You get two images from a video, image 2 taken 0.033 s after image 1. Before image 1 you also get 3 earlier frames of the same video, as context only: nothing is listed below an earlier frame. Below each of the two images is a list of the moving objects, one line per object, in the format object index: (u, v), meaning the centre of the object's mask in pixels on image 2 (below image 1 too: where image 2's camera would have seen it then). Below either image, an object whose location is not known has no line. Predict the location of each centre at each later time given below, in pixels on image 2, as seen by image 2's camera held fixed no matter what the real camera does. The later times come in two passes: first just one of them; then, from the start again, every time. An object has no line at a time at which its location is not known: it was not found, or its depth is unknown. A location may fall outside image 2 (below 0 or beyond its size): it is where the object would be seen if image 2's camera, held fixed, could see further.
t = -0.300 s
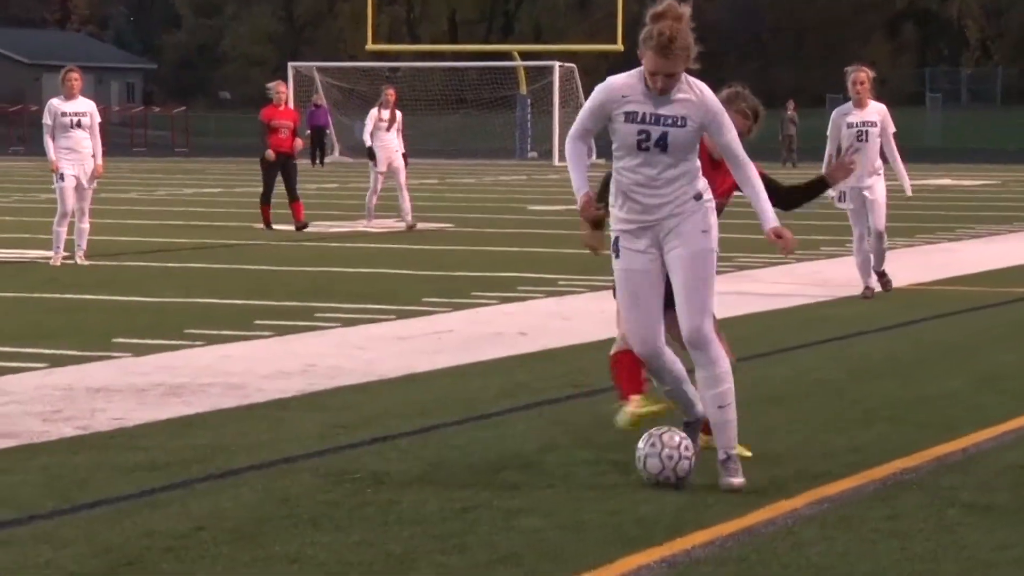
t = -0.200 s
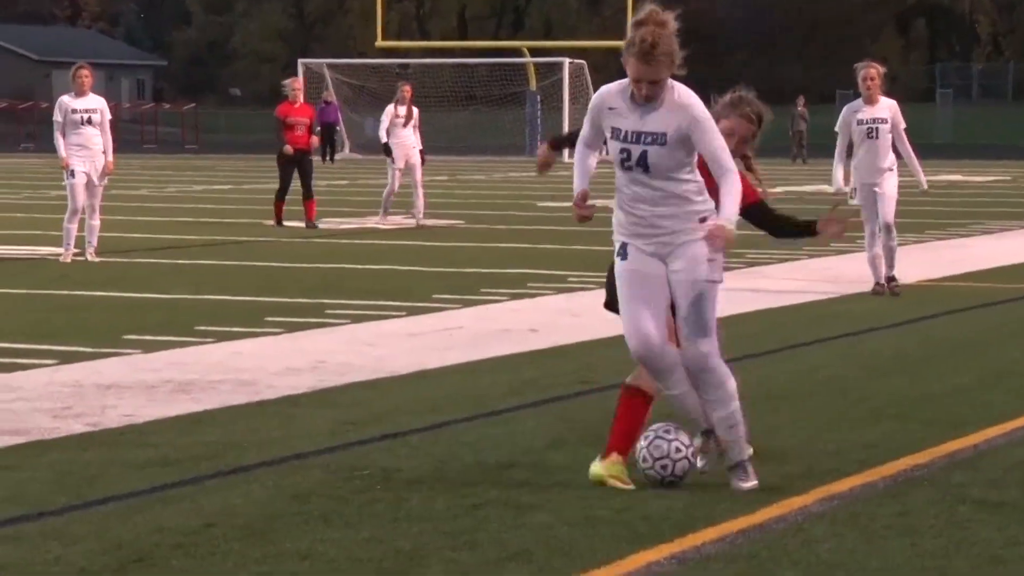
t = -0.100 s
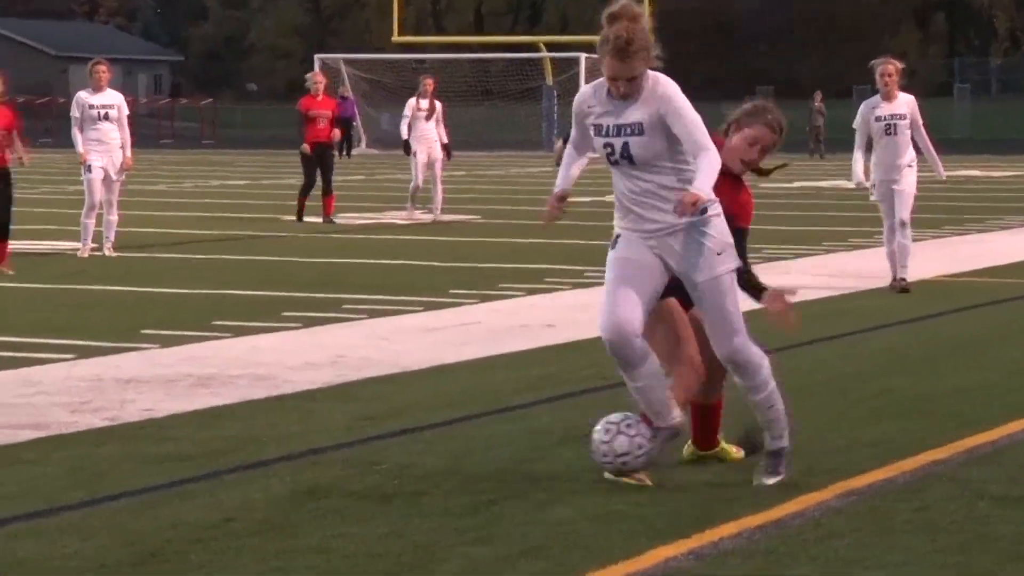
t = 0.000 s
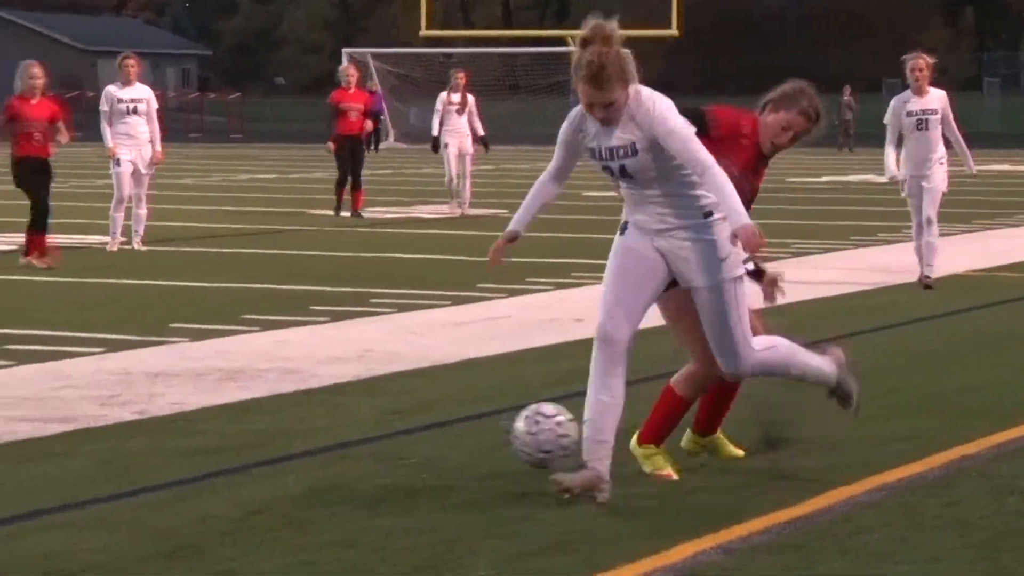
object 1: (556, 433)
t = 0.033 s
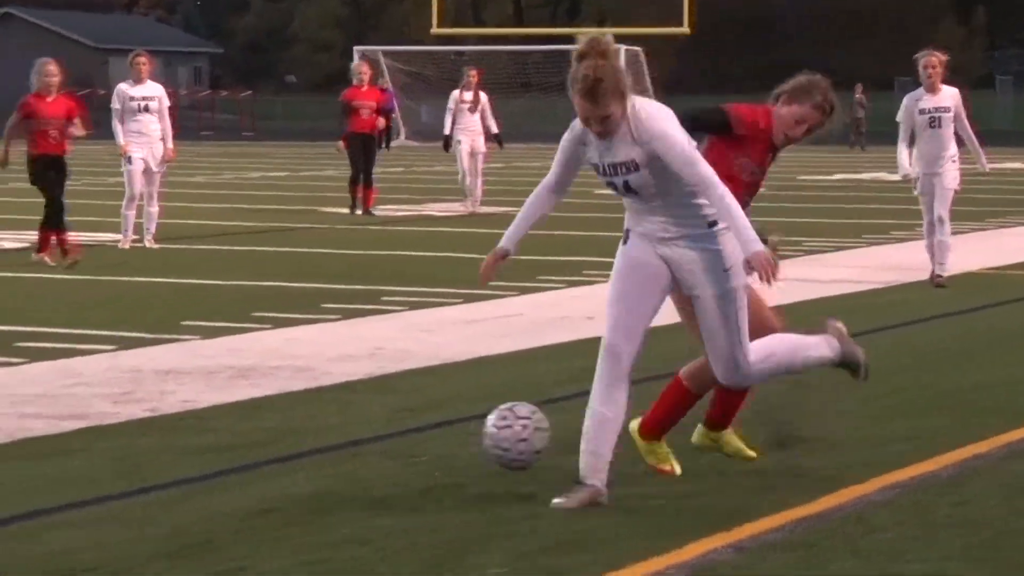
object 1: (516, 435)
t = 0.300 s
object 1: (173, 503)
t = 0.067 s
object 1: (473, 441)
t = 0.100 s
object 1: (429, 451)
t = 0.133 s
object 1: (383, 464)
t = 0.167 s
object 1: (336, 480)
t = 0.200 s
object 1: (285, 503)
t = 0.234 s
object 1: (240, 519)
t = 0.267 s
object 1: (207, 509)
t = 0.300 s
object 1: (173, 503)
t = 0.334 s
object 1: (136, 501)
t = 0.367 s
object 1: (99, 502)
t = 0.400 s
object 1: (60, 508)
